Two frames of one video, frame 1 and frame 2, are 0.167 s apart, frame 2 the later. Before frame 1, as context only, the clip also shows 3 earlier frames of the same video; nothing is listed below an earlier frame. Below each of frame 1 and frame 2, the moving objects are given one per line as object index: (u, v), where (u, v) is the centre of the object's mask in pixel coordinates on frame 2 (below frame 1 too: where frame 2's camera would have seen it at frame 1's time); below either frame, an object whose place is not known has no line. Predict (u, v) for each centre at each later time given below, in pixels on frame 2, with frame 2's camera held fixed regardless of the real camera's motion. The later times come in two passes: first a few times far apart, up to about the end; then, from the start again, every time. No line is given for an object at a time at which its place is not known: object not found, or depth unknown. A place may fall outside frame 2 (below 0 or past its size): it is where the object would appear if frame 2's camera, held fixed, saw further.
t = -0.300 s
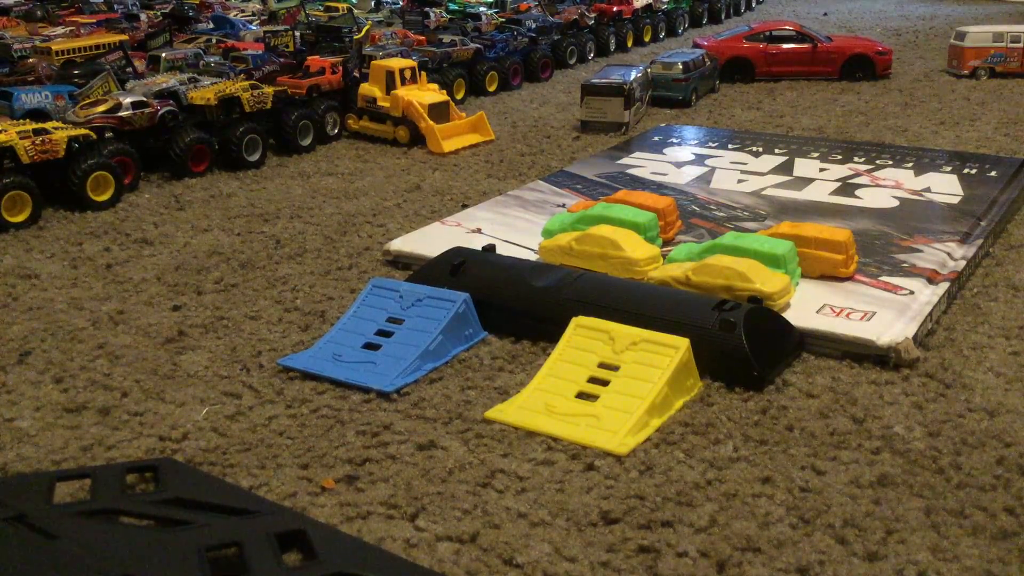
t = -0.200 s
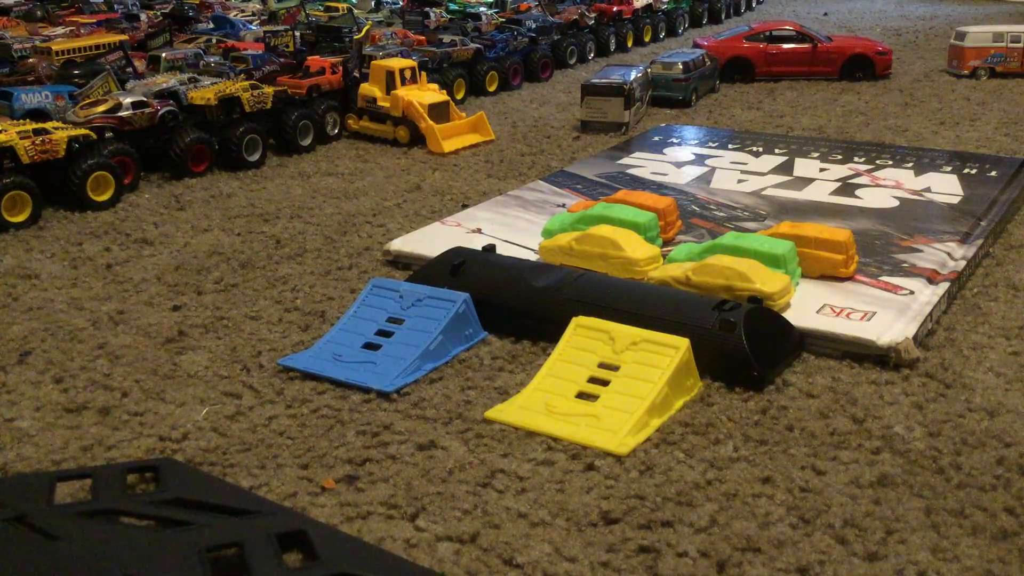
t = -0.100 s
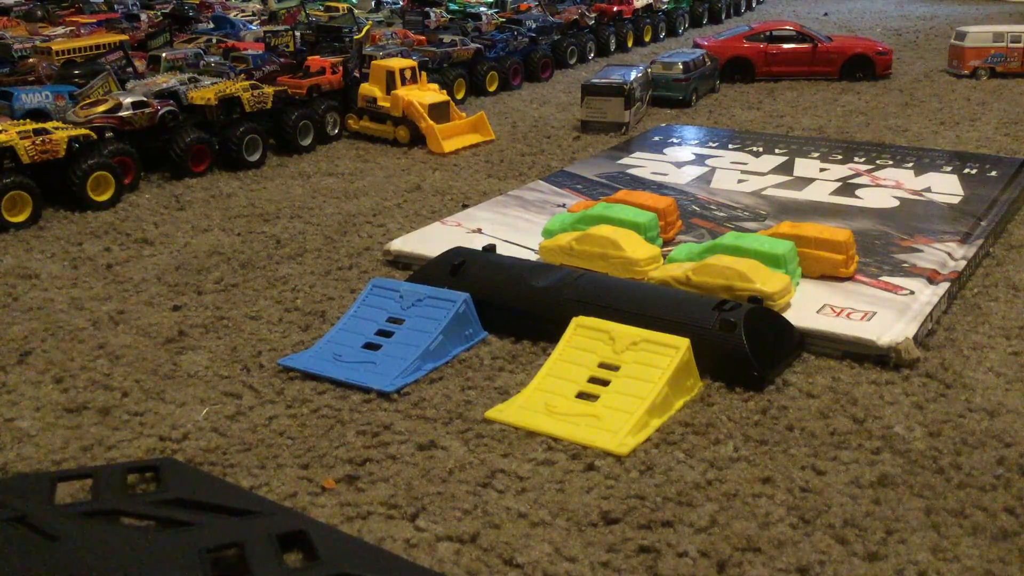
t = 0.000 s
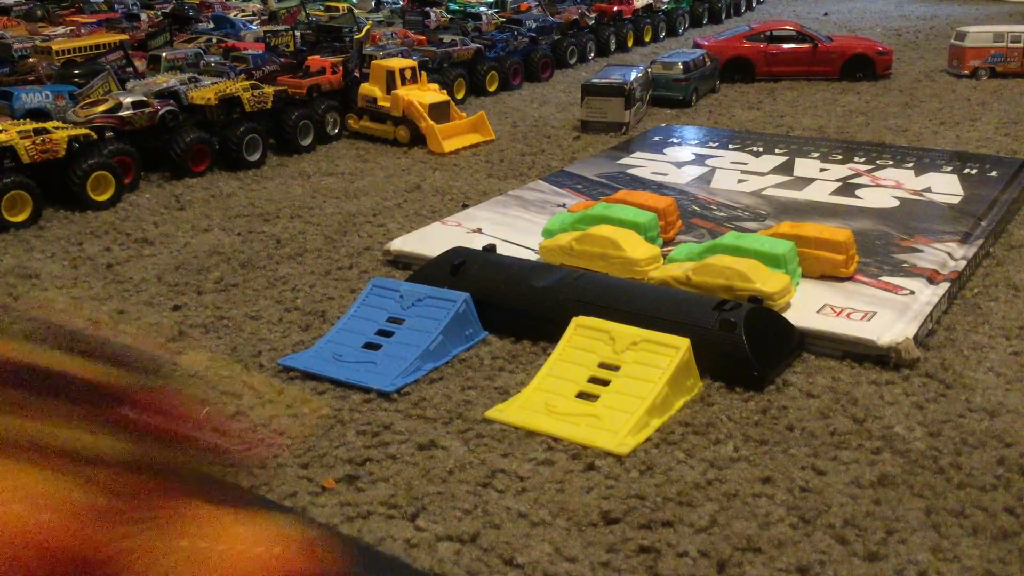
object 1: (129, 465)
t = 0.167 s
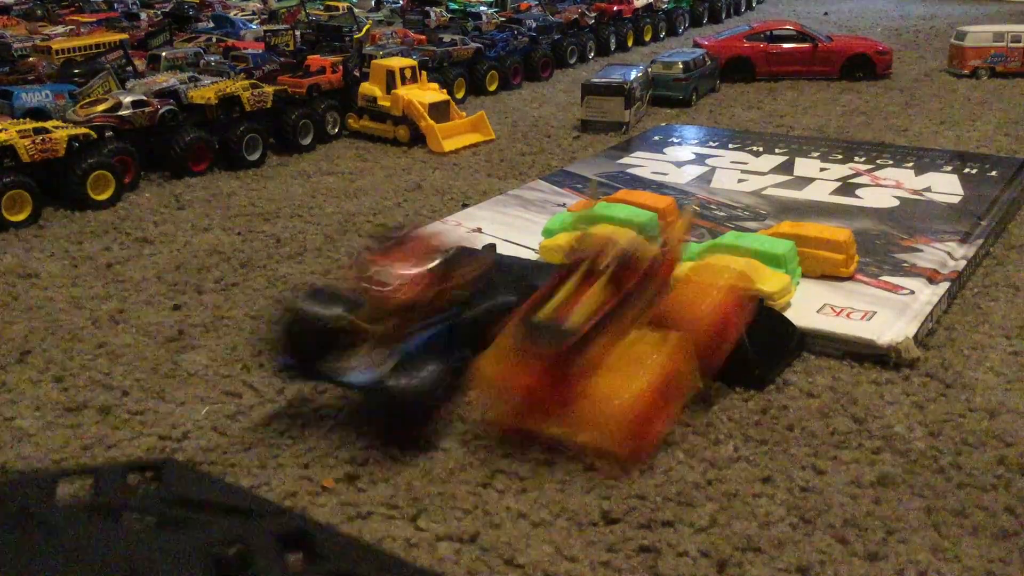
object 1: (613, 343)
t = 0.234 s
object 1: (706, 246)
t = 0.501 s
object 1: (938, 168)
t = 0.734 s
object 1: (900, 159)
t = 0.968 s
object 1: (847, 148)
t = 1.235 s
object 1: (805, 138)
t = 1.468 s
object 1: (785, 132)
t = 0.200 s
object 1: (656, 292)
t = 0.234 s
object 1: (706, 246)
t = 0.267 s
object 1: (751, 212)
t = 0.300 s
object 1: (786, 194)
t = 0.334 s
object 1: (820, 186)
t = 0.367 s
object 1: (849, 189)
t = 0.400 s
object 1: (880, 176)
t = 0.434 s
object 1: (908, 166)
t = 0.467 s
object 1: (928, 166)
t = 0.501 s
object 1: (938, 168)
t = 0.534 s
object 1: (937, 172)
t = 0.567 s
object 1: (936, 168)
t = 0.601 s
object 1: (932, 166)
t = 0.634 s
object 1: (927, 164)
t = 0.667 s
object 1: (919, 163)
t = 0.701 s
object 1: (910, 161)
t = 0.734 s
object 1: (900, 159)
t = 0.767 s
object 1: (892, 157)
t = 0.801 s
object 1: (883, 155)
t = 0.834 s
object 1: (876, 154)
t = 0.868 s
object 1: (868, 152)
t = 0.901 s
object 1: (861, 150)
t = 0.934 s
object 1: (854, 149)
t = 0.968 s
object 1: (847, 148)
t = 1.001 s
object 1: (840, 146)
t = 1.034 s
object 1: (834, 145)
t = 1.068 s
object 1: (827, 143)
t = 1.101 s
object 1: (822, 141)
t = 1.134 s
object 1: (817, 140)
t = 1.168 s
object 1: (812, 139)
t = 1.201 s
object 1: (808, 138)
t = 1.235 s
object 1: (805, 138)
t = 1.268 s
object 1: (801, 137)
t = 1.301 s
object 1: (798, 136)
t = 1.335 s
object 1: (794, 135)
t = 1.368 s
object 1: (792, 134)
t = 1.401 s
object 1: (789, 133)
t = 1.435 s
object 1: (787, 133)
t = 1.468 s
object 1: (785, 132)
